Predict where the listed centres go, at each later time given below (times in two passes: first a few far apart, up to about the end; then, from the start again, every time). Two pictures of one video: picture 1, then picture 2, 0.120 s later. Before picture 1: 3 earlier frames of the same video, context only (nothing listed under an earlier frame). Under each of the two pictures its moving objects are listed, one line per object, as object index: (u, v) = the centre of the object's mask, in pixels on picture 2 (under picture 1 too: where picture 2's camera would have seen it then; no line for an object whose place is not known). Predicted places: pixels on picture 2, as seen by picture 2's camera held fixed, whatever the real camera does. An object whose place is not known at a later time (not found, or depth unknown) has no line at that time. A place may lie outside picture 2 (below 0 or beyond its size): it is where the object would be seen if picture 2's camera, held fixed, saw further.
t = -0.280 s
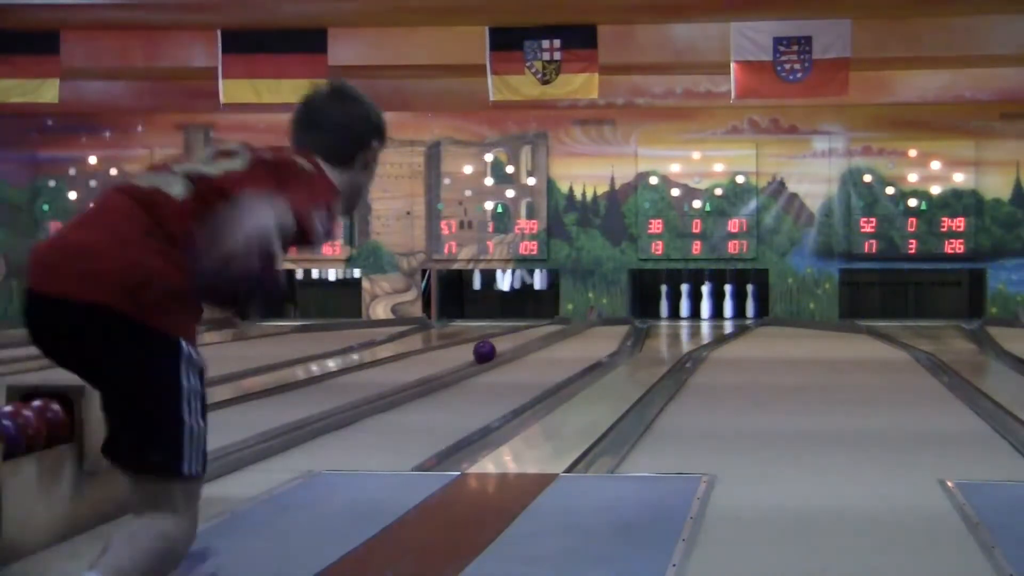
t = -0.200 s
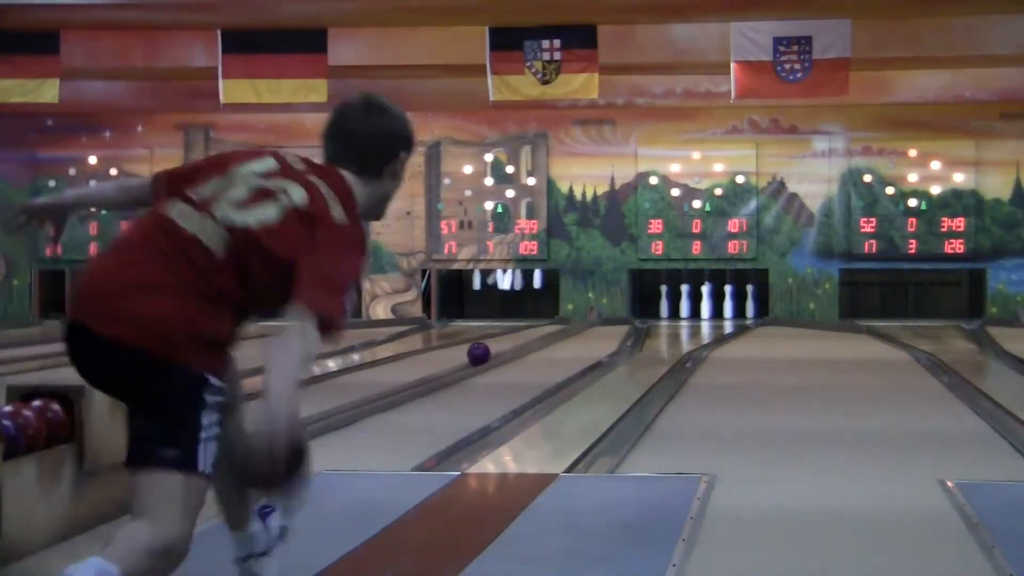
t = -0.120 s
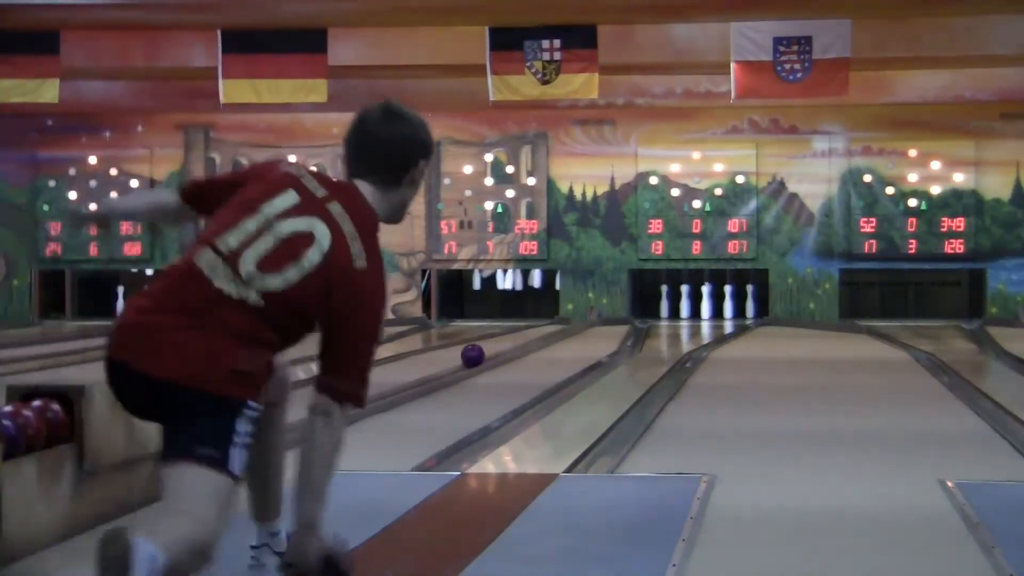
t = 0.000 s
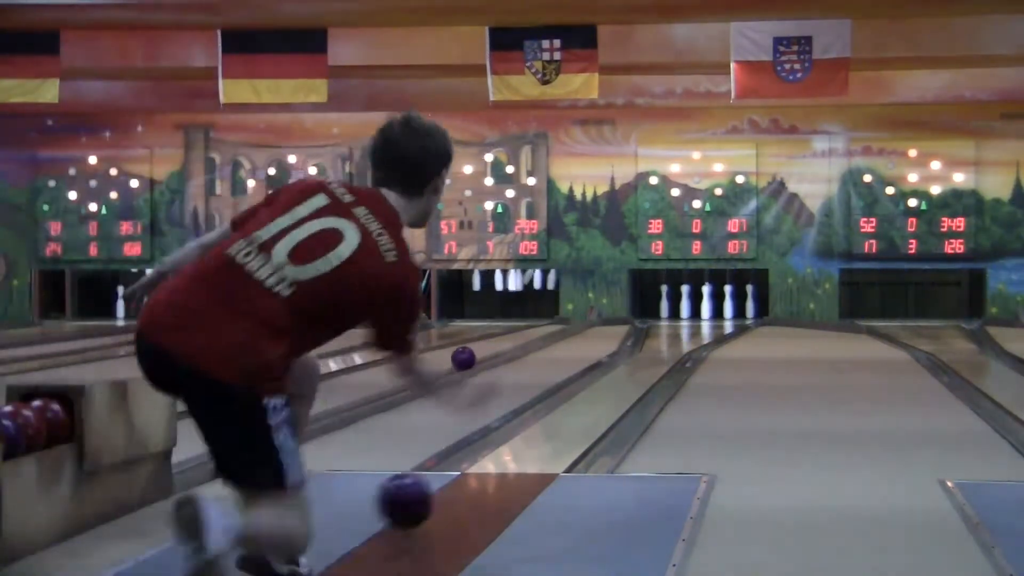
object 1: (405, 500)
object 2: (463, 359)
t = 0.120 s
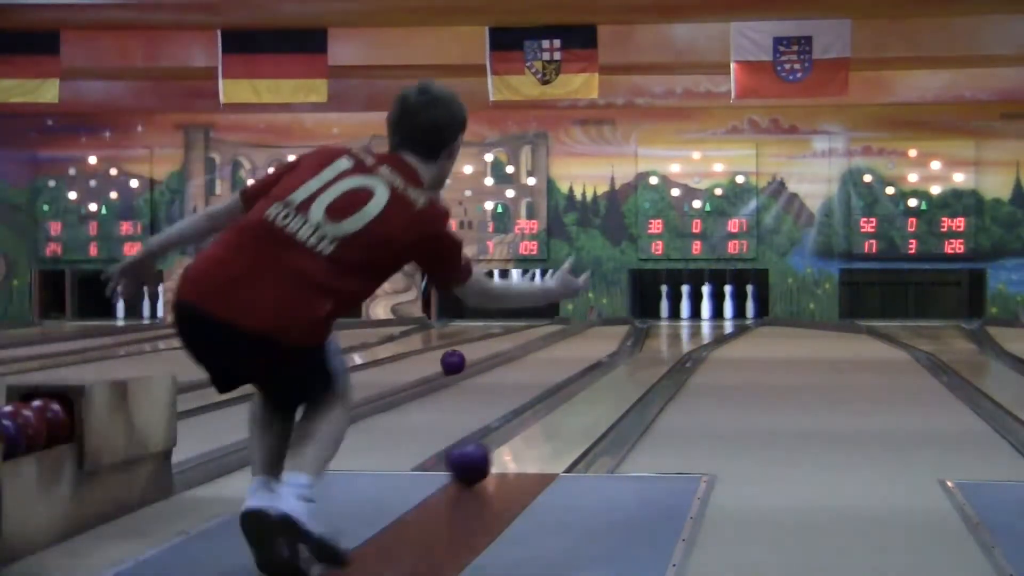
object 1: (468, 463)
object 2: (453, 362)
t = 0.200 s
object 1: (499, 440)
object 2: (446, 364)
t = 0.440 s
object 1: (566, 399)
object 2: (423, 373)
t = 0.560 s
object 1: (589, 384)
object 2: (415, 375)
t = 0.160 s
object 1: (484, 450)
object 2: (449, 363)
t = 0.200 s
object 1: (499, 440)
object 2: (446, 364)
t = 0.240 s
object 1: (513, 431)
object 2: (442, 366)
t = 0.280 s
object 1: (525, 424)
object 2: (438, 367)
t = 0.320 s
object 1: (536, 417)
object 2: (435, 368)
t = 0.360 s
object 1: (547, 410)
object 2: (431, 370)
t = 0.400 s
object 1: (557, 405)
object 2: (426, 372)
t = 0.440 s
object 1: (566, 399)
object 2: (423, 373)
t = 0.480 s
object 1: (574, 394)
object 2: (419, 373)
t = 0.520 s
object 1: (582, 389)
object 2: (417, 374)
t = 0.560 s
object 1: (589, 384)
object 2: (415, 375)
